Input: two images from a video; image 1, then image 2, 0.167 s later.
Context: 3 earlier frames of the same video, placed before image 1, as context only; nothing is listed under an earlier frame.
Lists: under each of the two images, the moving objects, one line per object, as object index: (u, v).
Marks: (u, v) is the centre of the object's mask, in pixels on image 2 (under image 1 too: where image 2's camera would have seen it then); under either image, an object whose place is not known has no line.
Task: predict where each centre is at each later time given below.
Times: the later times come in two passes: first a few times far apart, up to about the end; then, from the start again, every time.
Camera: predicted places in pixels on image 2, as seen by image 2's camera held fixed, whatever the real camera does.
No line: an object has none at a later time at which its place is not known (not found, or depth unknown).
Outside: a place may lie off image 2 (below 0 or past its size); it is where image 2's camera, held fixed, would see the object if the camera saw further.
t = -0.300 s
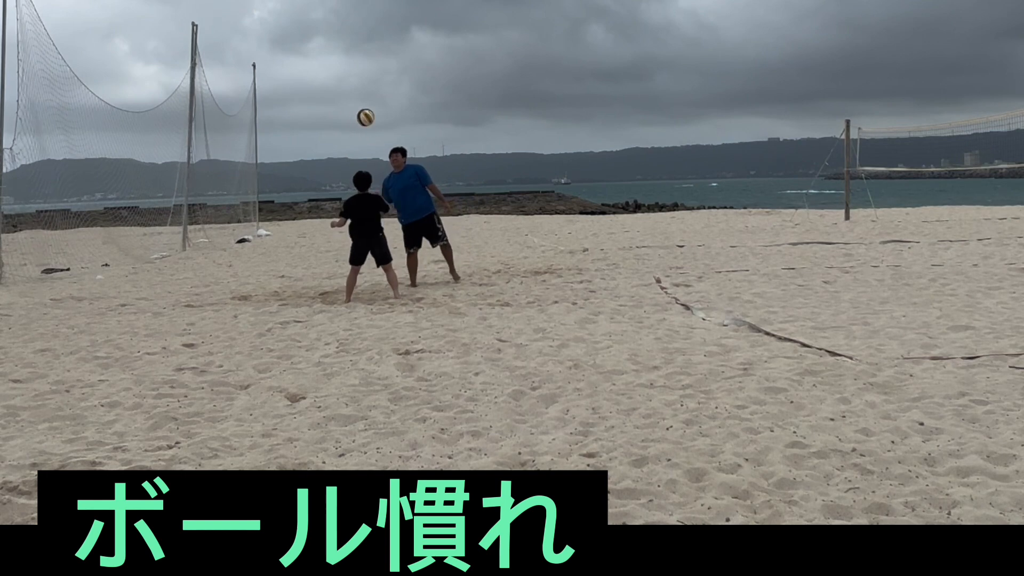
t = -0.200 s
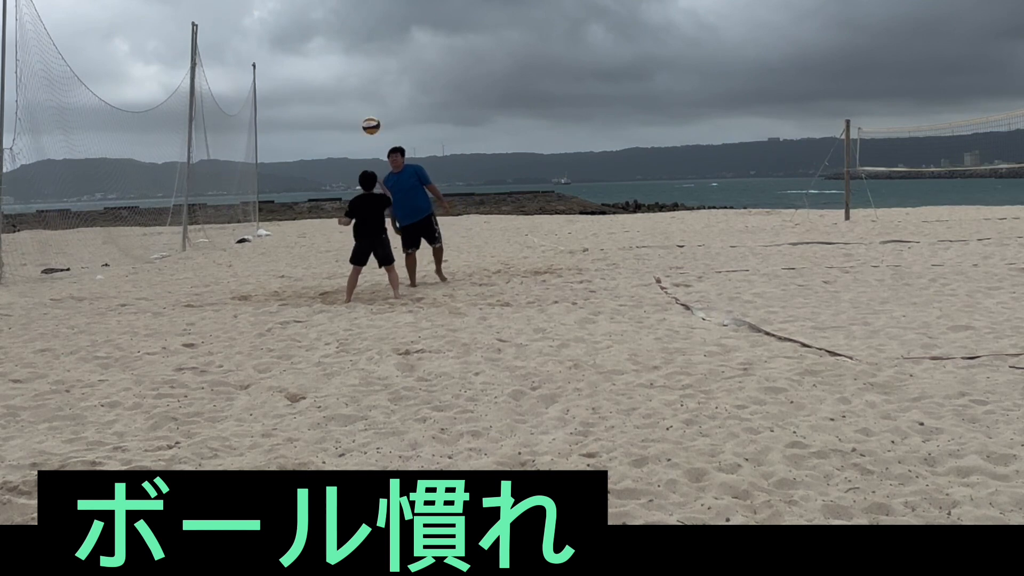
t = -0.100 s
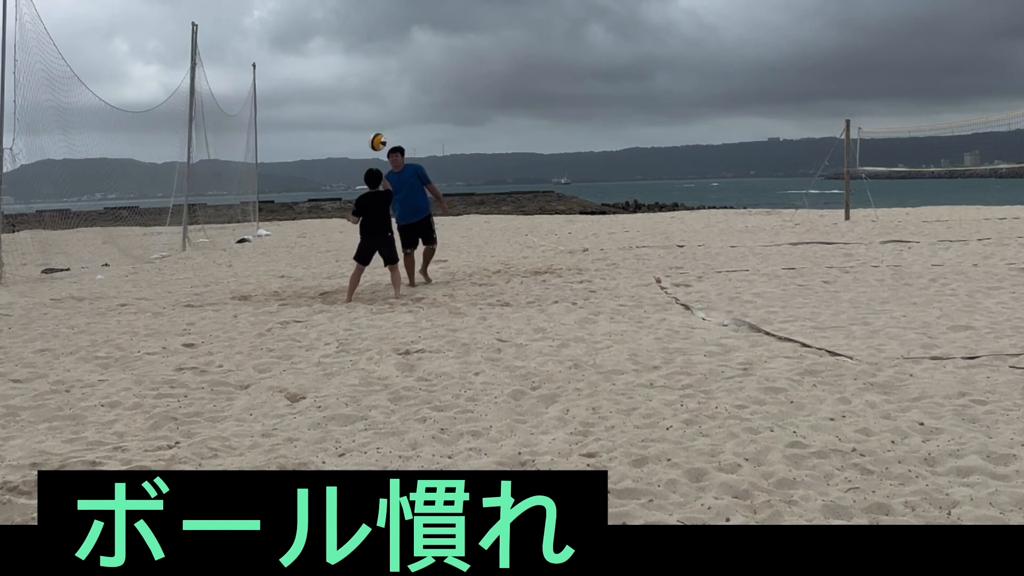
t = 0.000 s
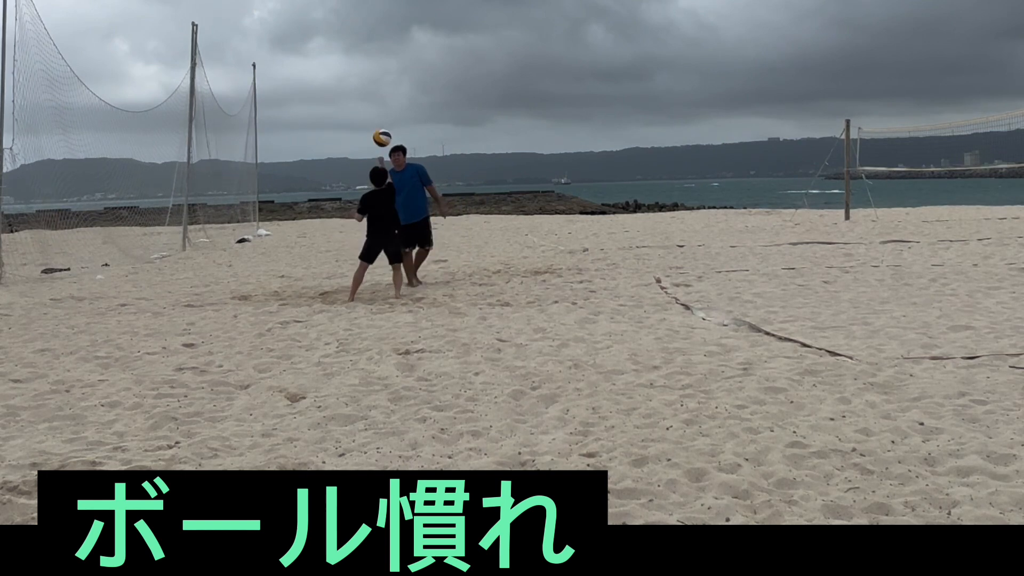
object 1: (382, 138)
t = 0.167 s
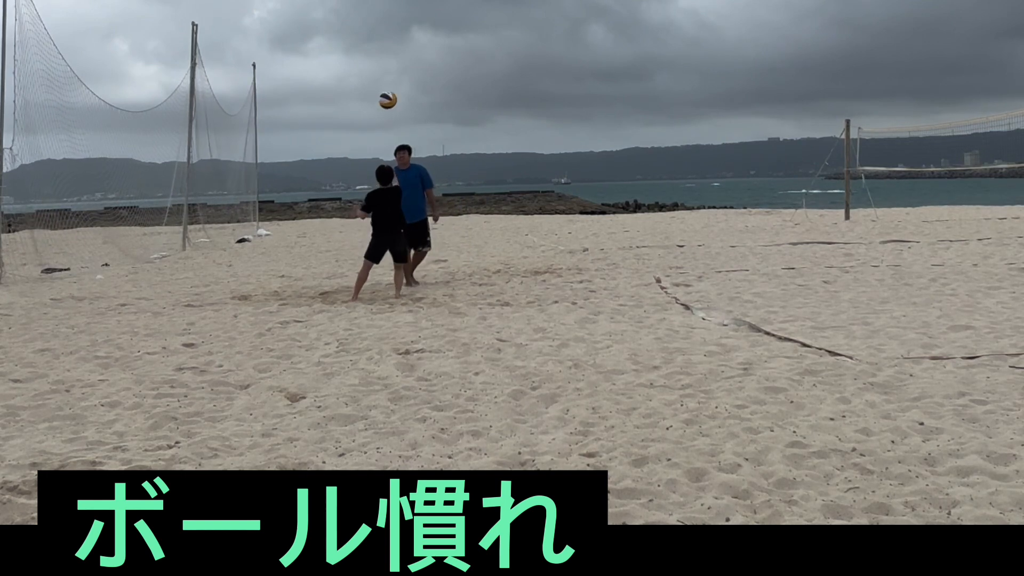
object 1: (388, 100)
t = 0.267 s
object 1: (391, 89)
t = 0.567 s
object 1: (401, 106)
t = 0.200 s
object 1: (388, 95)
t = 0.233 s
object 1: (389, 92)
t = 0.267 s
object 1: (391, 89)
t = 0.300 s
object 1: (392, 87)
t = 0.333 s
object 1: (393, 86)
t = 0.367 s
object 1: (394, 87)
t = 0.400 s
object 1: (395, 88)
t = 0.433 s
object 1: (396, 90)
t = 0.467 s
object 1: (397, 92)
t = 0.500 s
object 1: (399, 96)
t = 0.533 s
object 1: (400, 100)
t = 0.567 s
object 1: (401, 106)
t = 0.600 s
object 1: (403, 112)
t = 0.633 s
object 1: (404, 119)
